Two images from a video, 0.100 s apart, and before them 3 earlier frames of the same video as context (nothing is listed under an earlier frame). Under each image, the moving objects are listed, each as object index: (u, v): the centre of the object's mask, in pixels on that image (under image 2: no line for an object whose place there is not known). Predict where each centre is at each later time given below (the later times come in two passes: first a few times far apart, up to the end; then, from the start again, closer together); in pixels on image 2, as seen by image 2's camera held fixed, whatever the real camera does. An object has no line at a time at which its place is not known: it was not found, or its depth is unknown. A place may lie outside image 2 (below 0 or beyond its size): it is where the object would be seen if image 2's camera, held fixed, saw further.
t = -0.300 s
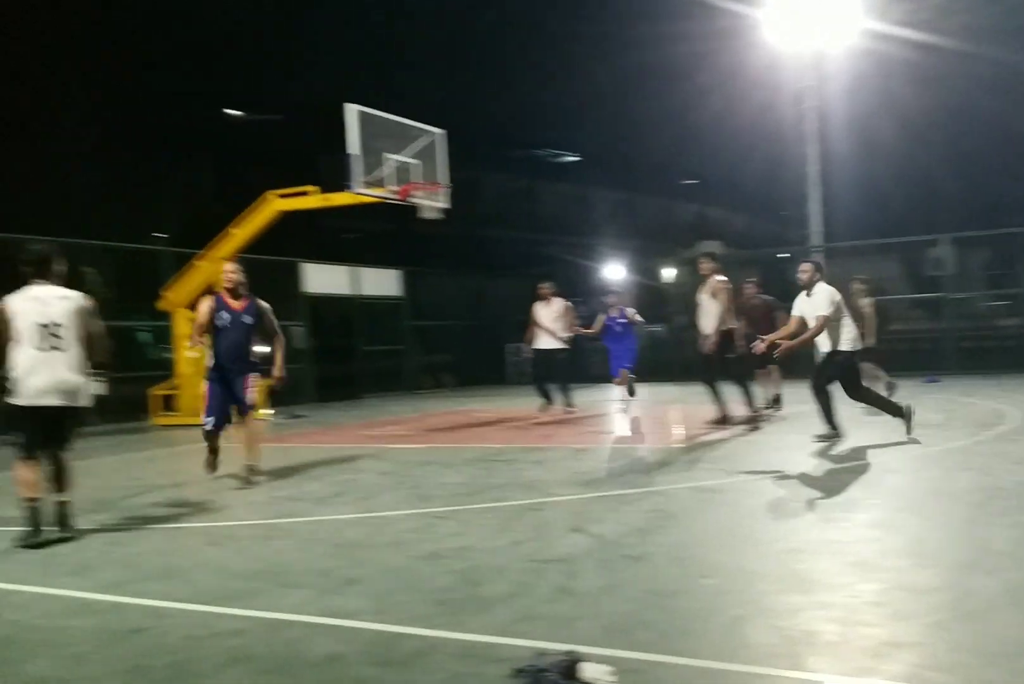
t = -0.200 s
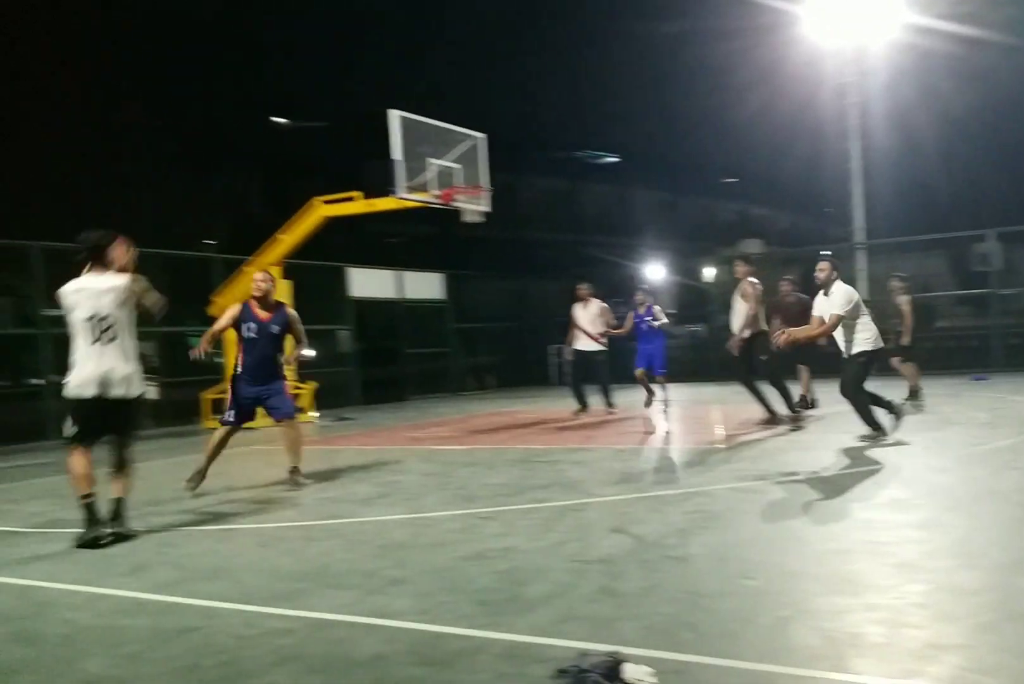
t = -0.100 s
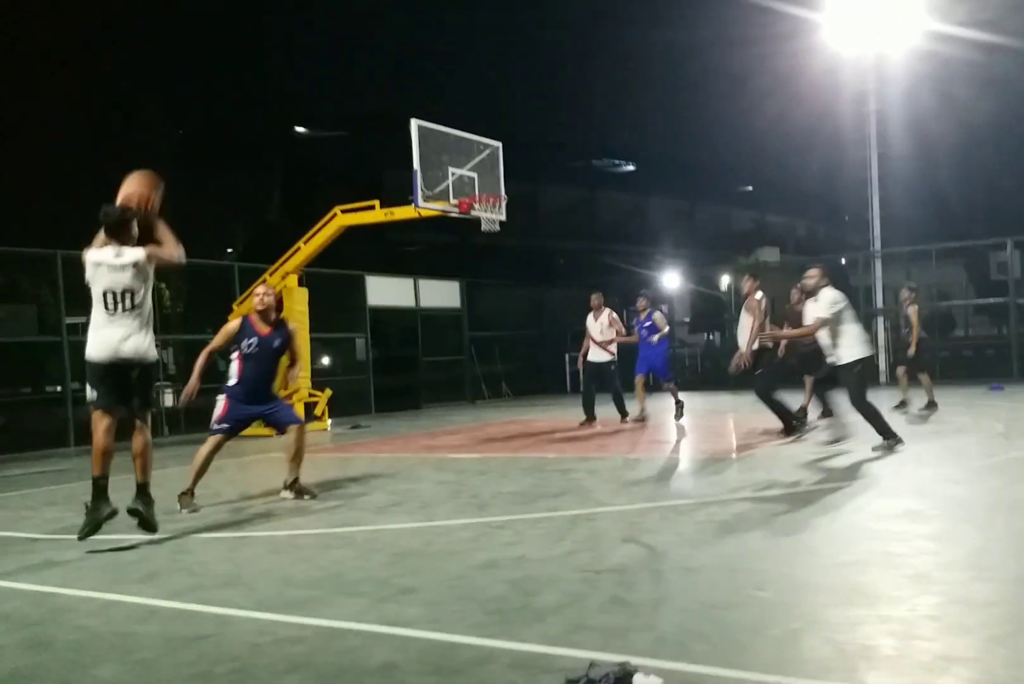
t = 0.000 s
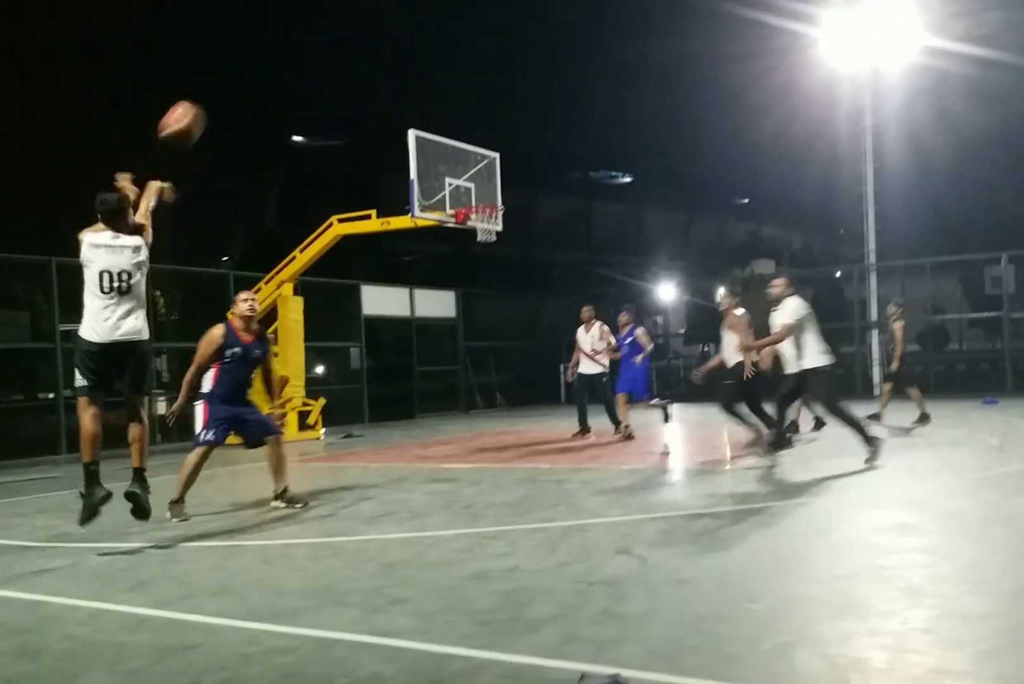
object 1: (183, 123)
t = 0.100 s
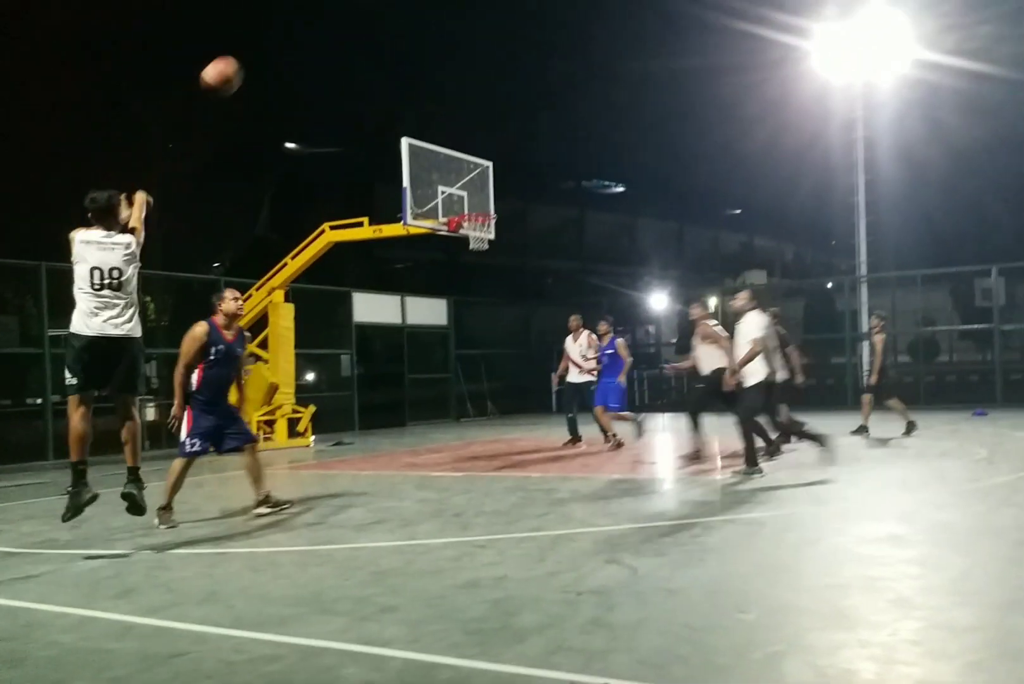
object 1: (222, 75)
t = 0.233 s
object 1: (276, 34)
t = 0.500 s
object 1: (356, 24)
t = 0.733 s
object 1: (408, 69)
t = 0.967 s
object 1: (451, 144)
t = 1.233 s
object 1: (475, 233)
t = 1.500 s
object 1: (473, 235)
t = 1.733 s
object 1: (478, 242)
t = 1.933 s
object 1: (477, 267)
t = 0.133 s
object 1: (237, 62)
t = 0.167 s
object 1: (250, 52)
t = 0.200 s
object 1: (263, 42)
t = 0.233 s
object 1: (276, 34)
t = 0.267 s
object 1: (288, 28)
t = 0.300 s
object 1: (299, 23)
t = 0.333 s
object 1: (310, 20)
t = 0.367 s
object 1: (320, 18)
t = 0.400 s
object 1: (330, 18)
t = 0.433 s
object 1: (339, 18)
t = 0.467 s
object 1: (348, 20)
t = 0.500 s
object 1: (356, 24)
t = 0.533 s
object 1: (365, 28)
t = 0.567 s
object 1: (372, 33)
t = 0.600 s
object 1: (380, 38)
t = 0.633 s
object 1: (388, 45)
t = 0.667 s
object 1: (394, 52)
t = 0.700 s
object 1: (401, 59)
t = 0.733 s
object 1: (408, 69)
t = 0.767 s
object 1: (415, 78)
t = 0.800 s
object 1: (421, 88)
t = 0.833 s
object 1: (428, 99)
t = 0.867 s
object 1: (434, 110)
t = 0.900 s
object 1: (440, 122)
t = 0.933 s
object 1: (446, 134)
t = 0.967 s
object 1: (451, 144)
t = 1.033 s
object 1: (461, 172)
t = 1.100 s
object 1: (473, 202)
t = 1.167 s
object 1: (477, 235)
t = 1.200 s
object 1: (477, 235)
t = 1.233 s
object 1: (475, 233)
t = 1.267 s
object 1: (474, 234)
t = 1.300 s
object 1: (470, 233)
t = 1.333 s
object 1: (470, 235)
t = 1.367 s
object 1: (469, 234)
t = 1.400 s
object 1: (470, 235)
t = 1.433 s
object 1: (470, 233)
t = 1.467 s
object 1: (472, 235)
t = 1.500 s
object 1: (473, 235)
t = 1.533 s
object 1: (474, 235)
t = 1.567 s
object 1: (476, 236)
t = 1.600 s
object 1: (477, 237)
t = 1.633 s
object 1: (477, 242)
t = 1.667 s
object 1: (478, 240)
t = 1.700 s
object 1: (478, 241)
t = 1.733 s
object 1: (478, 242)
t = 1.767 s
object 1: (477, 244)
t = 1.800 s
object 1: (476, 246)
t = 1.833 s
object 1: (477, 250)
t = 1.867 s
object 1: (477, 257)
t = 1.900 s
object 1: (477, 262)
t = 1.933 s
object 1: (477, 267)
